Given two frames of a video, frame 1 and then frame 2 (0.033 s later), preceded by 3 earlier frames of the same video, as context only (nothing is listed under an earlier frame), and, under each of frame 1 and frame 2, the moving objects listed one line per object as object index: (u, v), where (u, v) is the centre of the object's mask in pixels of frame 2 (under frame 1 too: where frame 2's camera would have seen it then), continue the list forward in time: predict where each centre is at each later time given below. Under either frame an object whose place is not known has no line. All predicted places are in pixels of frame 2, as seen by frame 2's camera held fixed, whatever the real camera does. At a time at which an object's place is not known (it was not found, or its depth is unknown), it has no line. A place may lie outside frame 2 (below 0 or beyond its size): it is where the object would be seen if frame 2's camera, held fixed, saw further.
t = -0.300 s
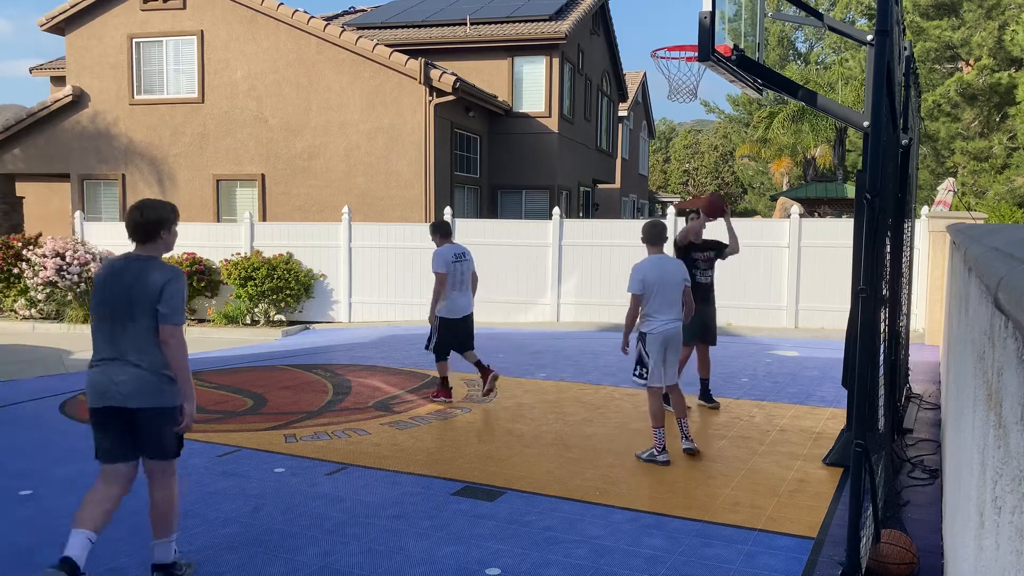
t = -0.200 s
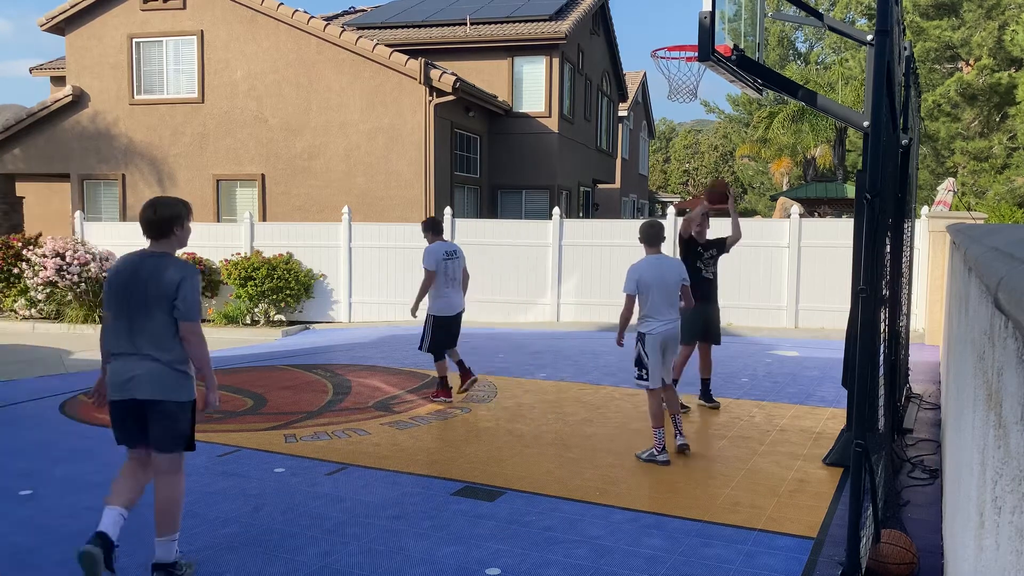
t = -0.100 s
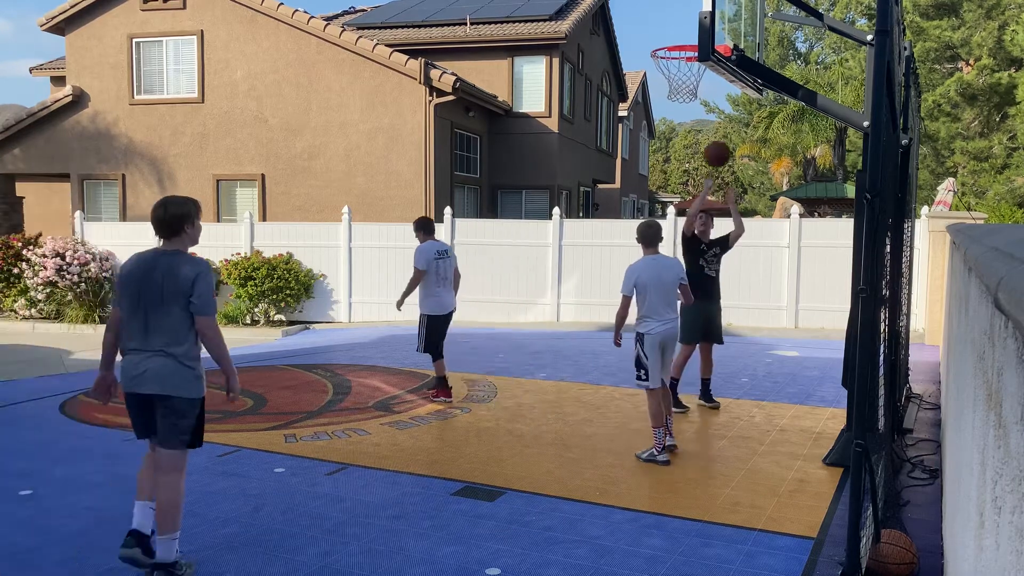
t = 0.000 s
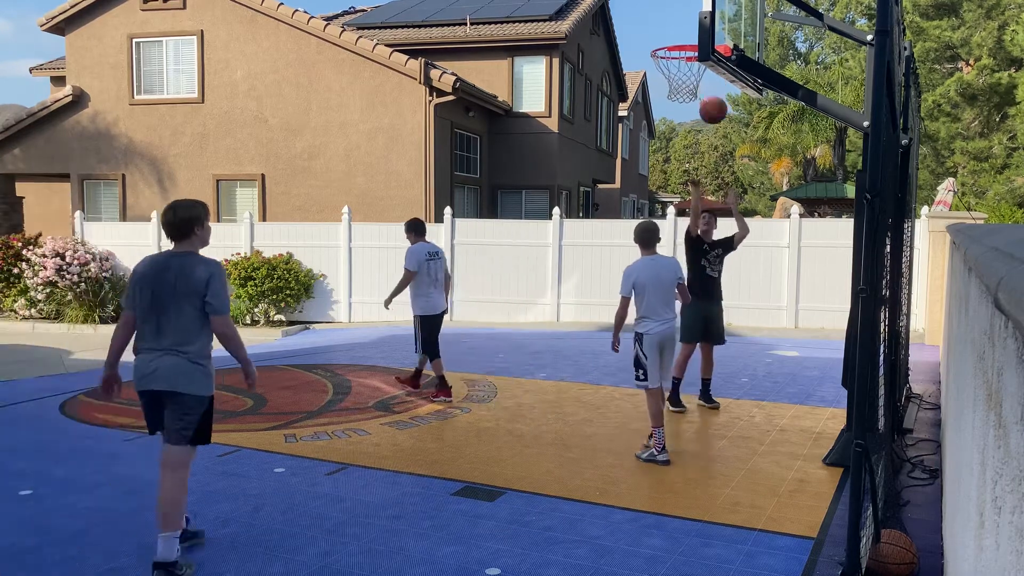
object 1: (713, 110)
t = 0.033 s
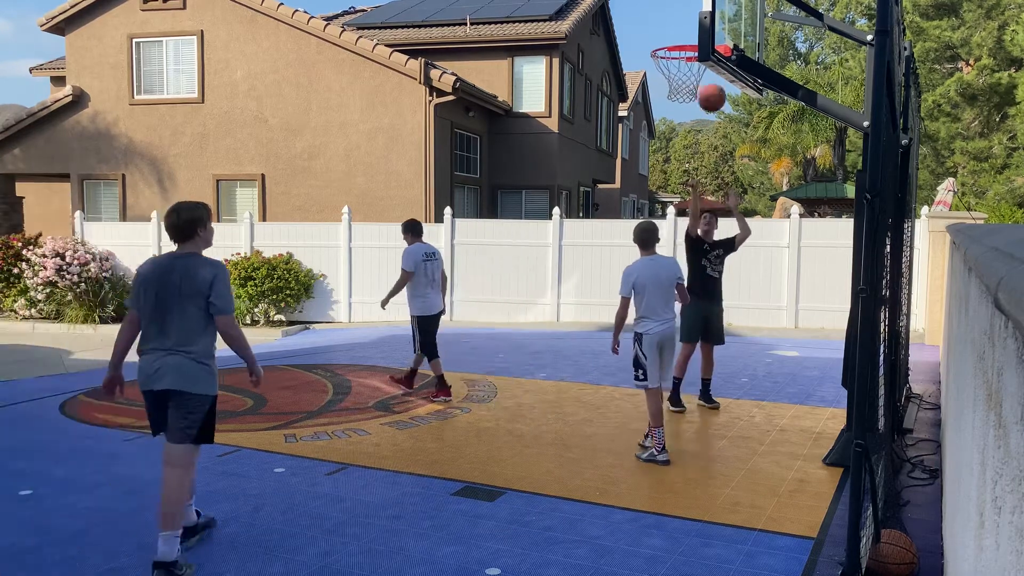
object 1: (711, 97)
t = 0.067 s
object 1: (711, 87)
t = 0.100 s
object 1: (708, 78)
